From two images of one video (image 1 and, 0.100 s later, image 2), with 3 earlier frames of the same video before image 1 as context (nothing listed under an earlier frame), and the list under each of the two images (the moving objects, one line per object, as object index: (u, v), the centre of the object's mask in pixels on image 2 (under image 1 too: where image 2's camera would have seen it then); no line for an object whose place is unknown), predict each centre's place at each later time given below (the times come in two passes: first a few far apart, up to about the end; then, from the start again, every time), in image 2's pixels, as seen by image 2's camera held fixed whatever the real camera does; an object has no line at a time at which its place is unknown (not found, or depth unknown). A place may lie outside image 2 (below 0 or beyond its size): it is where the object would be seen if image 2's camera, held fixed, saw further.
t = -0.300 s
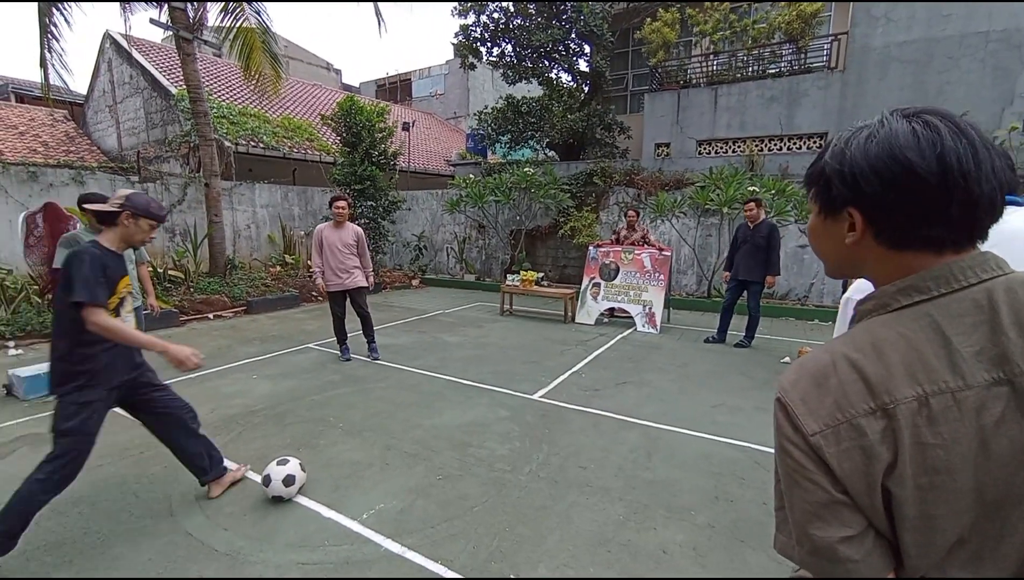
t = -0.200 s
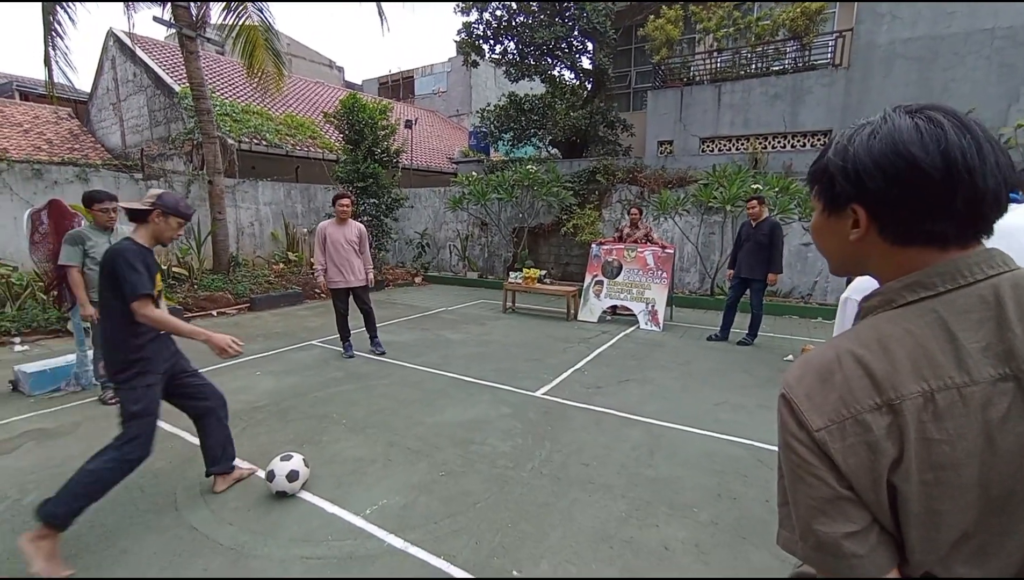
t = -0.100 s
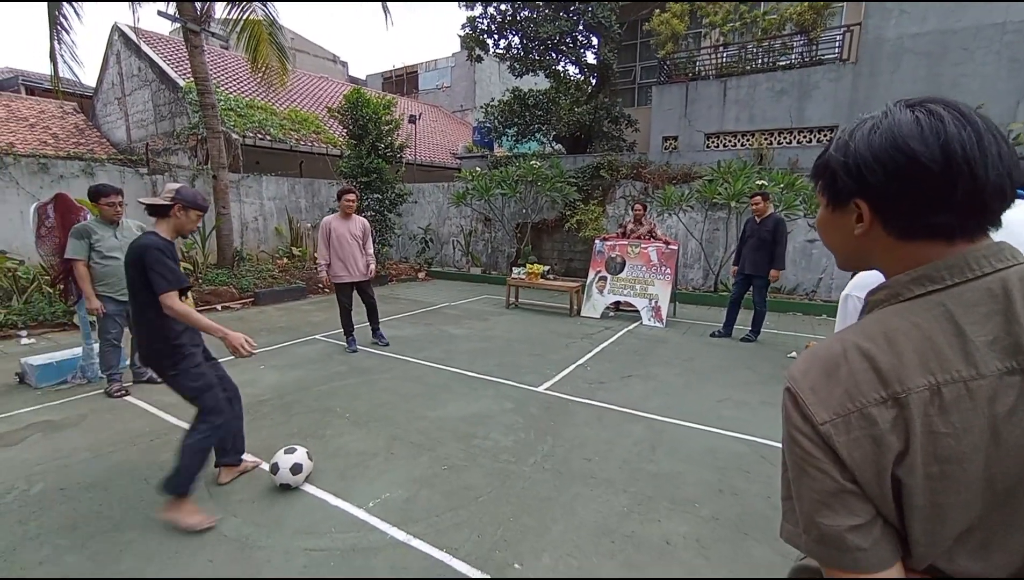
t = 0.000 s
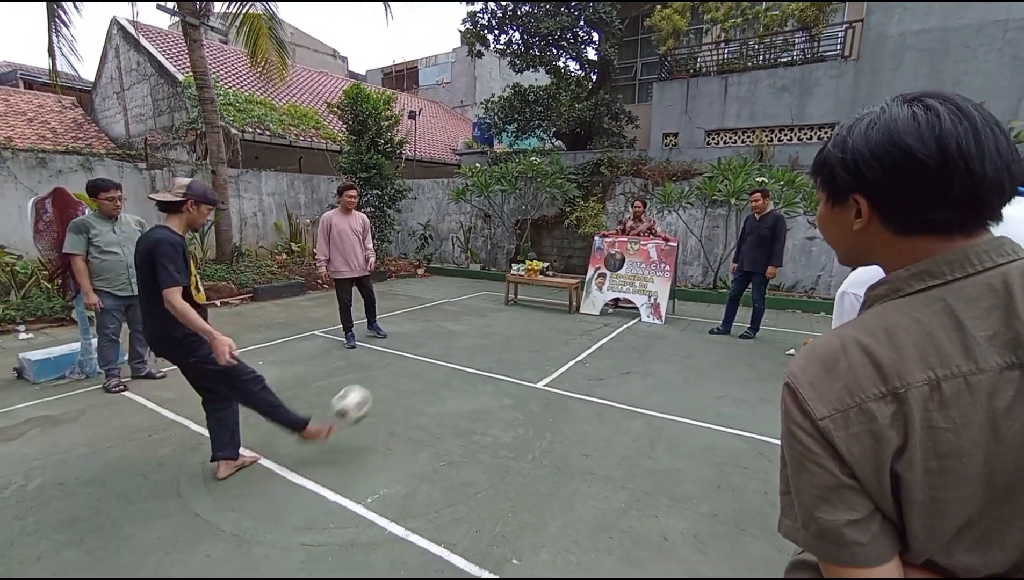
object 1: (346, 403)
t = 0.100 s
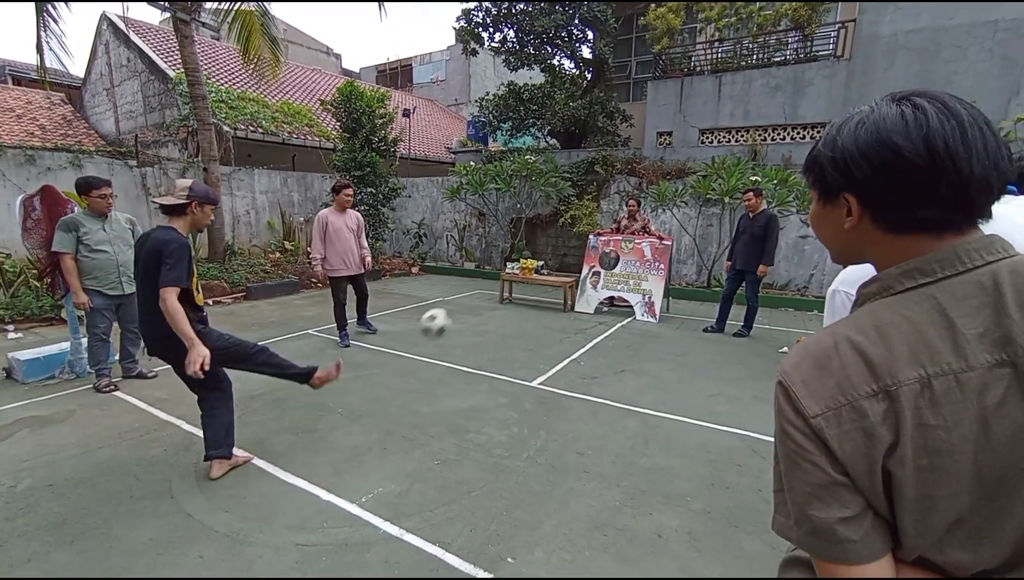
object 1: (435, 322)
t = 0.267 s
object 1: (530, 258)
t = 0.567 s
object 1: (619, 245)
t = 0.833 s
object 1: (627, 248)
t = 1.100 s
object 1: (621, 297)
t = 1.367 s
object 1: (621, 310)
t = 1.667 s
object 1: (623, 329)
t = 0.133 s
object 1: (459, 304)
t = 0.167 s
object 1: (480, 289)
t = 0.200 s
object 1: (498, 275)
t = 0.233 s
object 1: (514, 266)
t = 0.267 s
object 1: (530, 258)
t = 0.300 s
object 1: (544, 253)
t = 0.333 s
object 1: (556, 248)
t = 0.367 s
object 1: (567, 245)
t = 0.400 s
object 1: (577, 243)
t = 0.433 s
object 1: (587, 242)
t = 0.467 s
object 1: (596, 241)
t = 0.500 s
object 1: (605, 242)
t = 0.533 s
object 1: (611, 243)
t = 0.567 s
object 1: (619, 245)
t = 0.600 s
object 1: (626, 249)
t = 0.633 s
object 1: (629, 250)
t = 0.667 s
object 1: (628, 247)
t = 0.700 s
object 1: (628, 246)
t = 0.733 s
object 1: (628, 246)
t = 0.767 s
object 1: (628, 246)
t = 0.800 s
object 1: (627, 247)
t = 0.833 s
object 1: (627, 248)
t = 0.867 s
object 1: (626, 251)
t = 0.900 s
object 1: (626, 254)
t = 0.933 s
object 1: (625, 259)
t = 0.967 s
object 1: (624, 264)
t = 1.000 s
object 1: (623, 271)
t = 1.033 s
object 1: (622, 279)
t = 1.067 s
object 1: (621, 286)
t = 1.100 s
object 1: (621, 297)
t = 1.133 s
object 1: (619, 306)
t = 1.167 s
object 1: (618, 315)
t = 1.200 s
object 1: (618, 323)
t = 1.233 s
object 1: (619, 318)
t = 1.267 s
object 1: (619, 315)
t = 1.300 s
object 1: (620, 312)
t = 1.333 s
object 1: (620, 311)
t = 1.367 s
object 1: (621, 310)
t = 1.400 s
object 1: (621, 310)
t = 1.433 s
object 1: (622, 310)
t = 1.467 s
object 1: (622, 312)
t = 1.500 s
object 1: (622, 315)
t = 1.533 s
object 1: (622, 319)
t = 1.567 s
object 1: (622, 323)
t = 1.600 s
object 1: (622, 329)
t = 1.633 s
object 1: (623, 330)
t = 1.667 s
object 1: (623, 329)
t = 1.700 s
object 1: (624, 328)
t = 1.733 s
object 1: (624, 329)
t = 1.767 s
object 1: (625, 330)
